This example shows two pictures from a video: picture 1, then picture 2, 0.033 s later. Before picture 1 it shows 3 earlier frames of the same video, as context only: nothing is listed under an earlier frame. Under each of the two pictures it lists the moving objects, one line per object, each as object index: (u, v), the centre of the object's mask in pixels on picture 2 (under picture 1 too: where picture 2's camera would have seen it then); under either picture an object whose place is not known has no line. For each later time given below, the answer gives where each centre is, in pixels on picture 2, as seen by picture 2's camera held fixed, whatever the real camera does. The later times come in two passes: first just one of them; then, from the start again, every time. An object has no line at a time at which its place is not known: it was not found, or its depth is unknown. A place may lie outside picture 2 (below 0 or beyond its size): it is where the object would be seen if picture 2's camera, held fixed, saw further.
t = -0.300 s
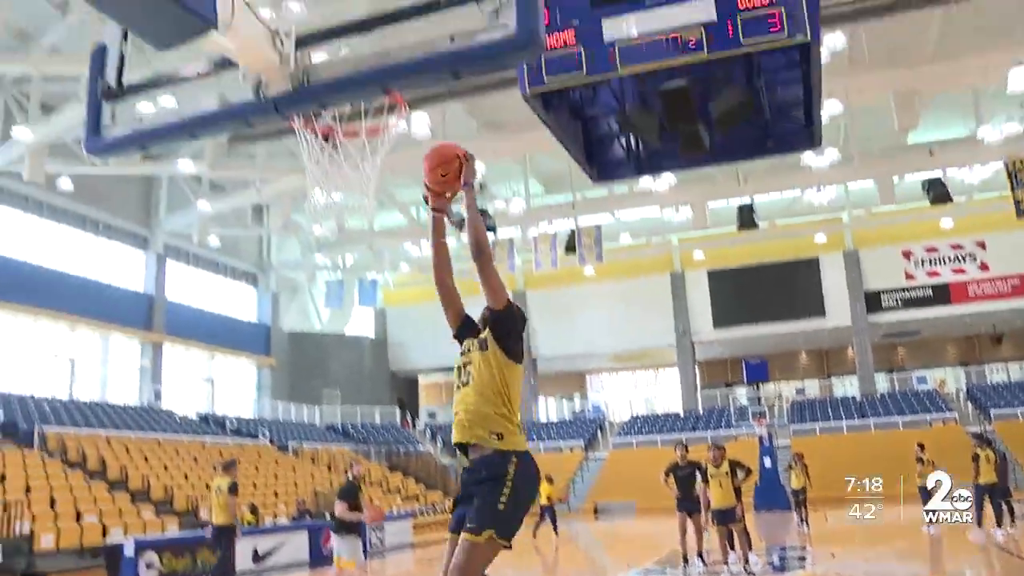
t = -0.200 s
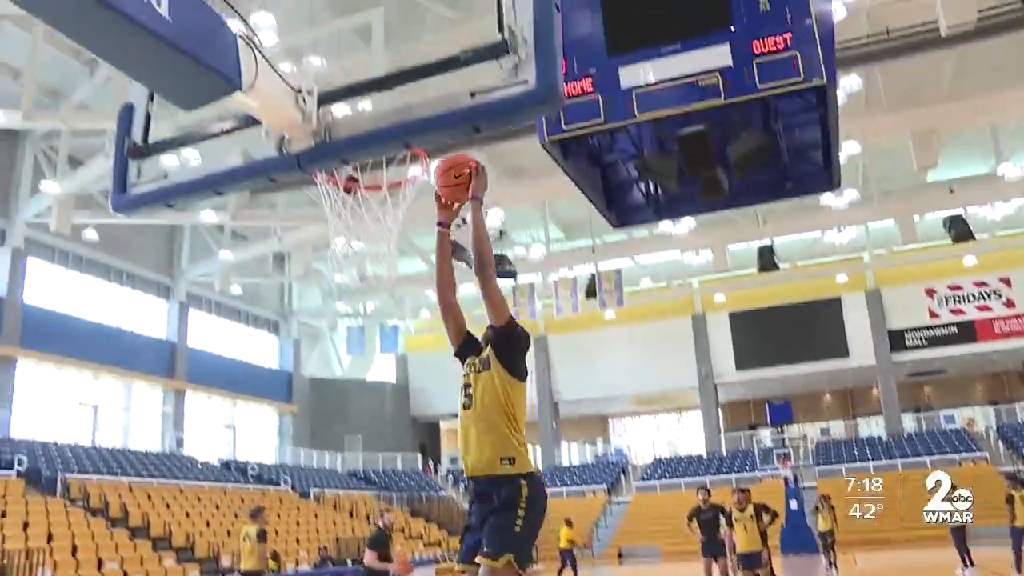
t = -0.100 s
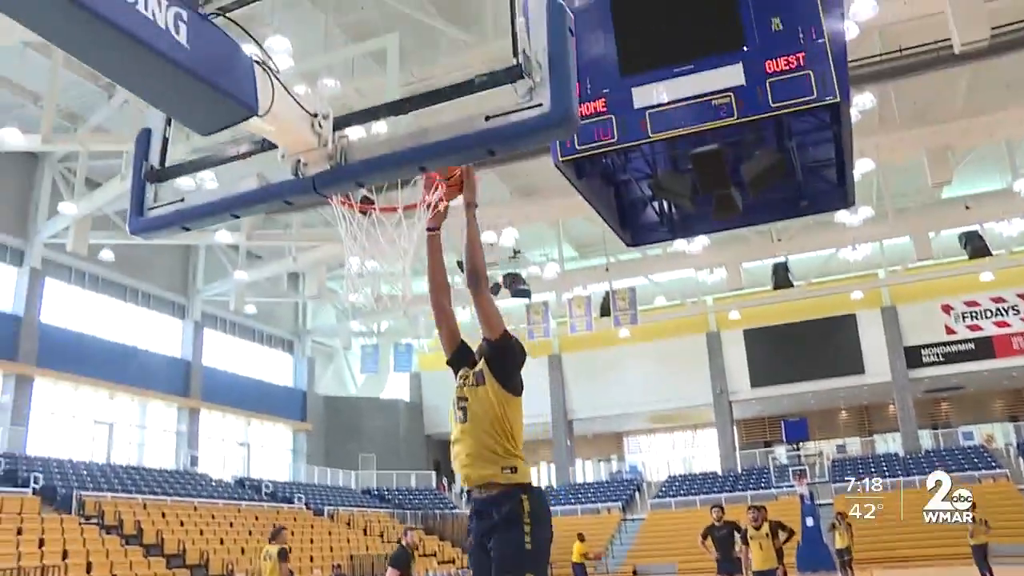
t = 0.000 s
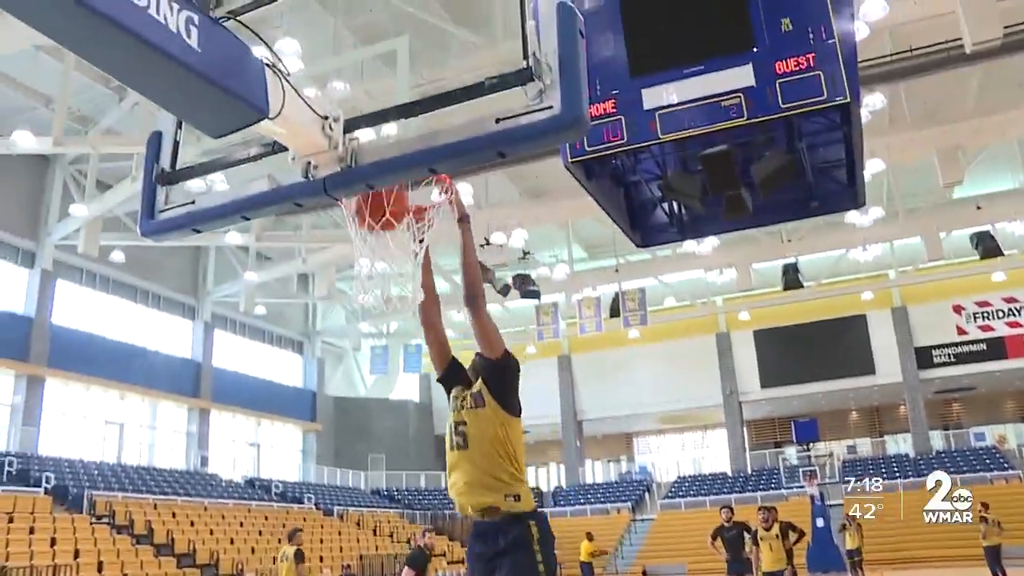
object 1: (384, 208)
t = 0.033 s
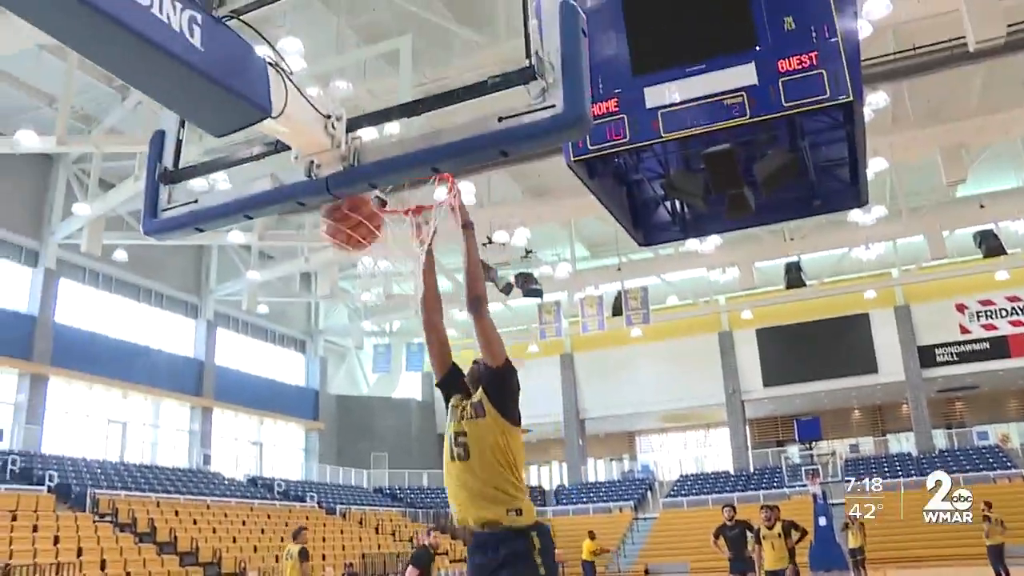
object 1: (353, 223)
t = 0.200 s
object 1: (309, 275)
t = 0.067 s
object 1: (338, 226)
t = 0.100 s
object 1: (326, 237)
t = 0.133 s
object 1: (323, 241)
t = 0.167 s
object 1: (317, 258)
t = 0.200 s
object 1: (309, 275)
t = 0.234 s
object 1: (304, 296)
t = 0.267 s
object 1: (297, 317)
